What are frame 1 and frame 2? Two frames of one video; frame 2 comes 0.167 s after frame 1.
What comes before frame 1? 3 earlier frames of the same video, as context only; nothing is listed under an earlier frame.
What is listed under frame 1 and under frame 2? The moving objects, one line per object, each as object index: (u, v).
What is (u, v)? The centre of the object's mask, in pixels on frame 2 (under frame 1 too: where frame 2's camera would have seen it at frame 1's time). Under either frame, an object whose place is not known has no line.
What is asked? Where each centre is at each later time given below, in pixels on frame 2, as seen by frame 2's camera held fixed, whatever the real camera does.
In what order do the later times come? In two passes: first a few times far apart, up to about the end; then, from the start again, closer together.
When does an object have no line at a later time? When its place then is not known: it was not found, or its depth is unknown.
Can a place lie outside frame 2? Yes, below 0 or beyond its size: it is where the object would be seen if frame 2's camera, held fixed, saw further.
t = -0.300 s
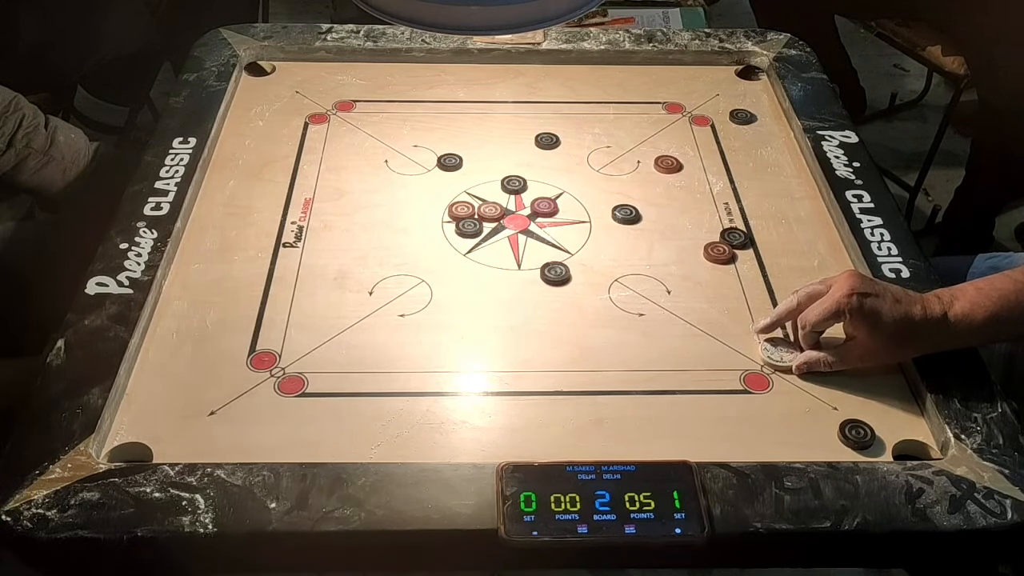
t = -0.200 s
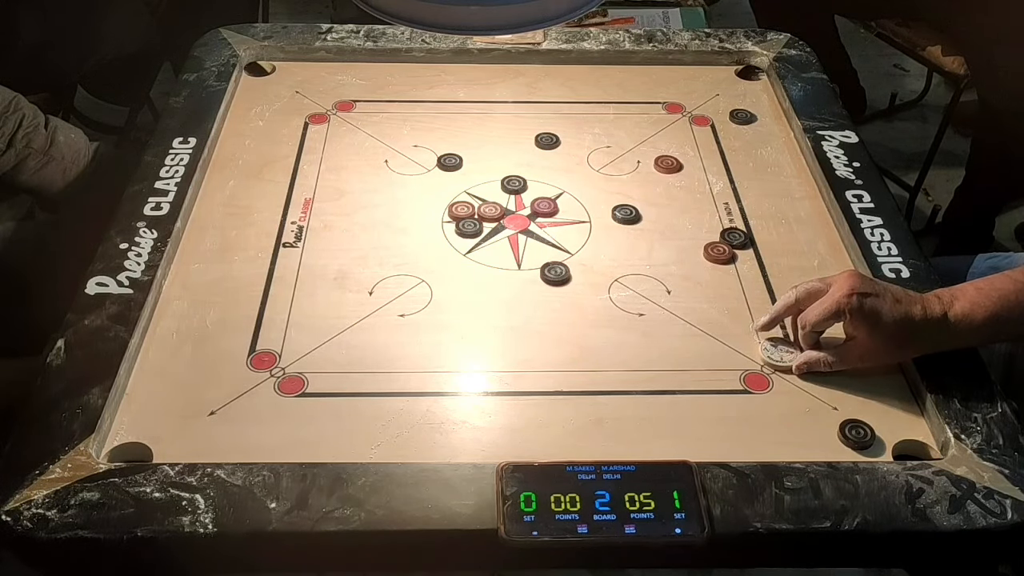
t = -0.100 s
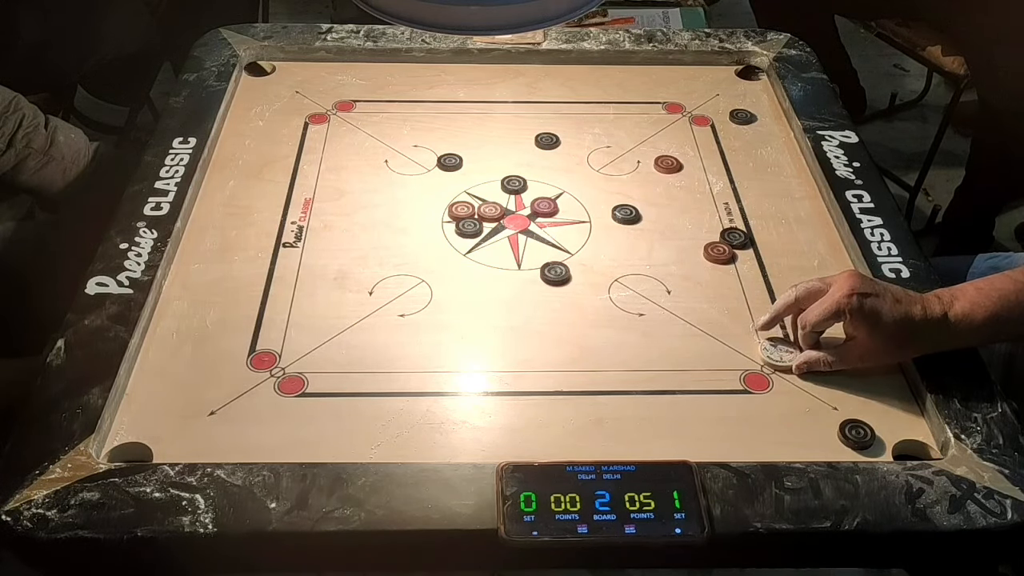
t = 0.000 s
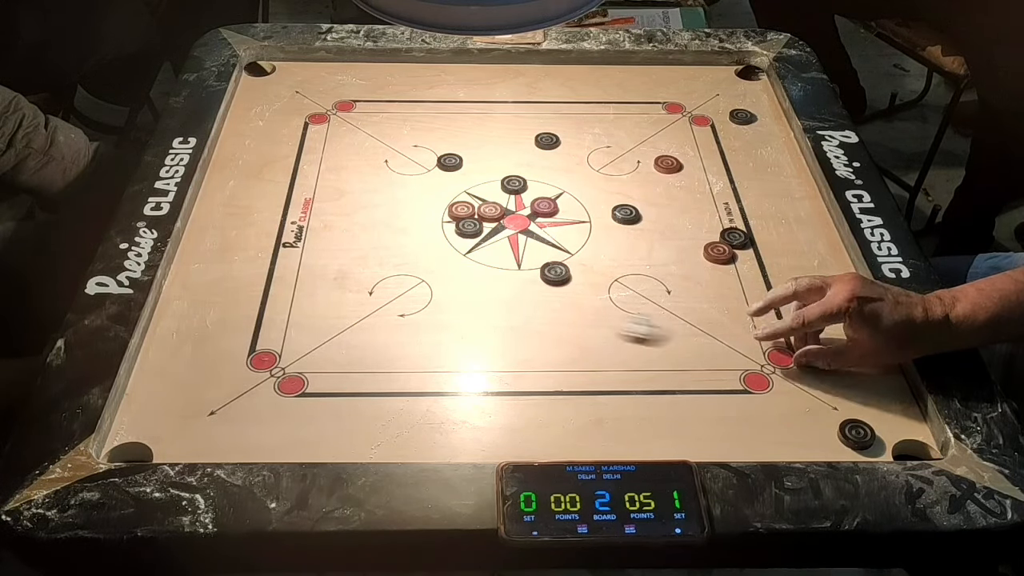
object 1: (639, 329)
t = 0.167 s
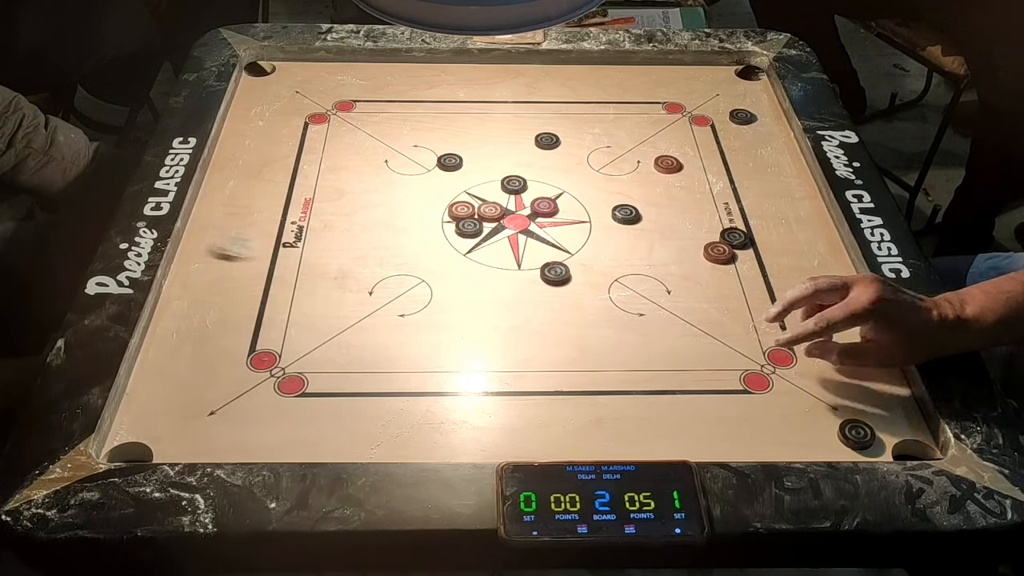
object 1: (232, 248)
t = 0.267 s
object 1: (348, 222)
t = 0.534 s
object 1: (512, 192)
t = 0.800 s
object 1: (549, 184)
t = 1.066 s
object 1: (553, 183)
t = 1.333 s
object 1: (553, 183)
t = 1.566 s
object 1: (553, 183)
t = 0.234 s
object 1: (288, 228)
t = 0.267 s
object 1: (348, 222)
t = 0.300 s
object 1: (407, 215)
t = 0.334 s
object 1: (439, 210)
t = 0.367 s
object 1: (454, 207)
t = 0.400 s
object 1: (469, 203)
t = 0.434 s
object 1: (481, 198)
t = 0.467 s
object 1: (493, 197)
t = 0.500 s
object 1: (504, 193)
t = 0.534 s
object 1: (512, 192)
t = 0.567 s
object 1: (520, 190)
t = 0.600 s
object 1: (527, 189)
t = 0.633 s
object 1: (532, 187)
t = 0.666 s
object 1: (538, 185)
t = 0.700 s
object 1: (541, 185)
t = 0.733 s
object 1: (544, 184)
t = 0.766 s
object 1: (547, 184)
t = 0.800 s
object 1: (549, 184)
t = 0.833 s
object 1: (551, 183)
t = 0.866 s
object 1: (552, 183)
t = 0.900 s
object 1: (553, 183)
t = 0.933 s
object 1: (553, 183)
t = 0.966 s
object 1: (553, 183)
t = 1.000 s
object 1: (553, 183)
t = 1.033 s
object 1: (553, 183)
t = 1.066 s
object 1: (553, 183)
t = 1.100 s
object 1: (553, 183)
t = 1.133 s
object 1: (553, 183)
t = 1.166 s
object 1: (553, 183)
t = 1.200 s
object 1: (553, 183)
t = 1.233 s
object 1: (553, 183)
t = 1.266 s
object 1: (553, 183)
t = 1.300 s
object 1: (553, 183)
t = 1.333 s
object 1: (553, 183)
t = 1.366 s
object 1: (553, 183)
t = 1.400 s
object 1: (553, 183)
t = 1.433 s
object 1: (553, 183)
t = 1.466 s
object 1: (553, 183)
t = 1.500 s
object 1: (553, 183)
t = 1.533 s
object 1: (553, 183)
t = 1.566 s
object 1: (553, 183)
